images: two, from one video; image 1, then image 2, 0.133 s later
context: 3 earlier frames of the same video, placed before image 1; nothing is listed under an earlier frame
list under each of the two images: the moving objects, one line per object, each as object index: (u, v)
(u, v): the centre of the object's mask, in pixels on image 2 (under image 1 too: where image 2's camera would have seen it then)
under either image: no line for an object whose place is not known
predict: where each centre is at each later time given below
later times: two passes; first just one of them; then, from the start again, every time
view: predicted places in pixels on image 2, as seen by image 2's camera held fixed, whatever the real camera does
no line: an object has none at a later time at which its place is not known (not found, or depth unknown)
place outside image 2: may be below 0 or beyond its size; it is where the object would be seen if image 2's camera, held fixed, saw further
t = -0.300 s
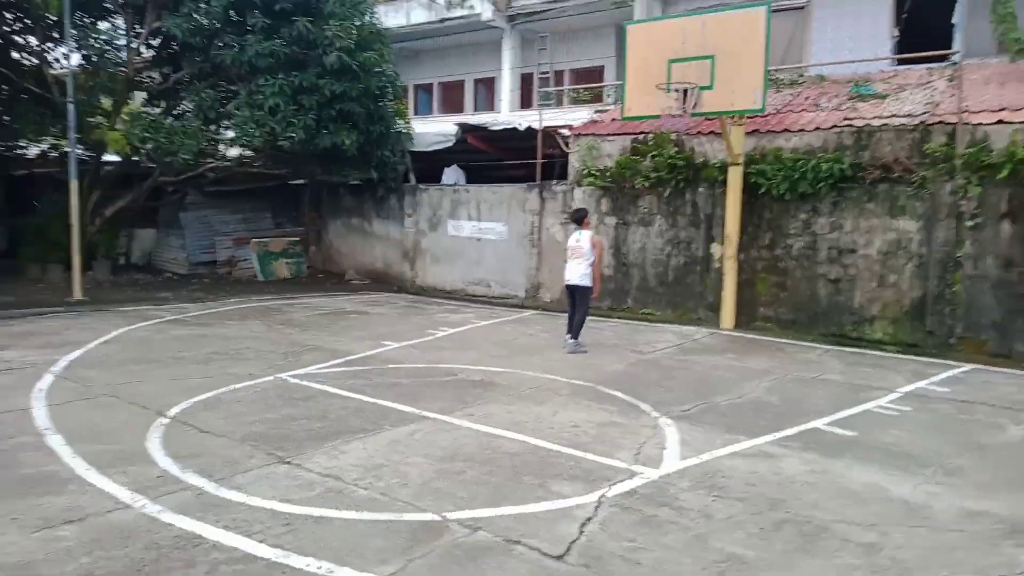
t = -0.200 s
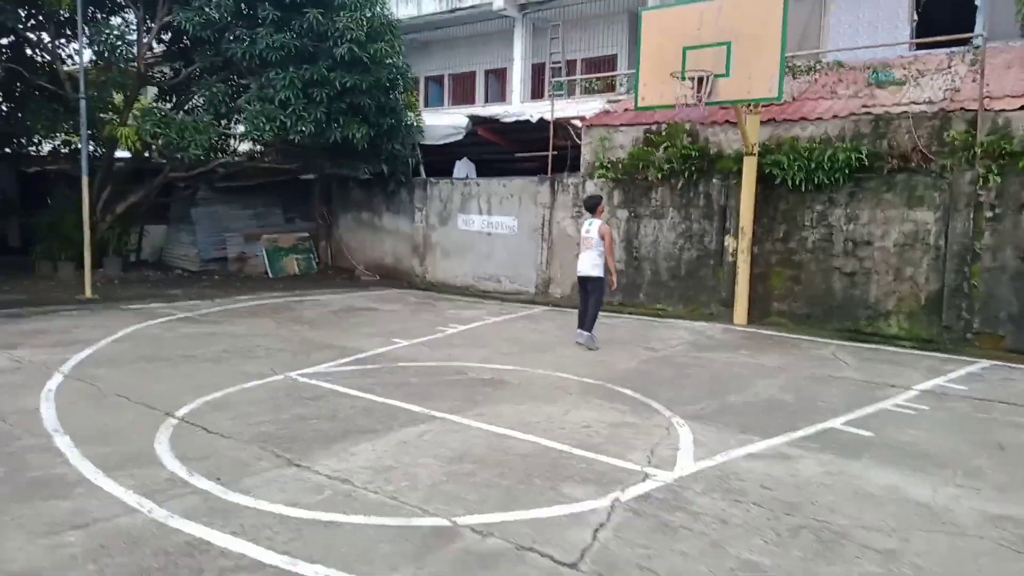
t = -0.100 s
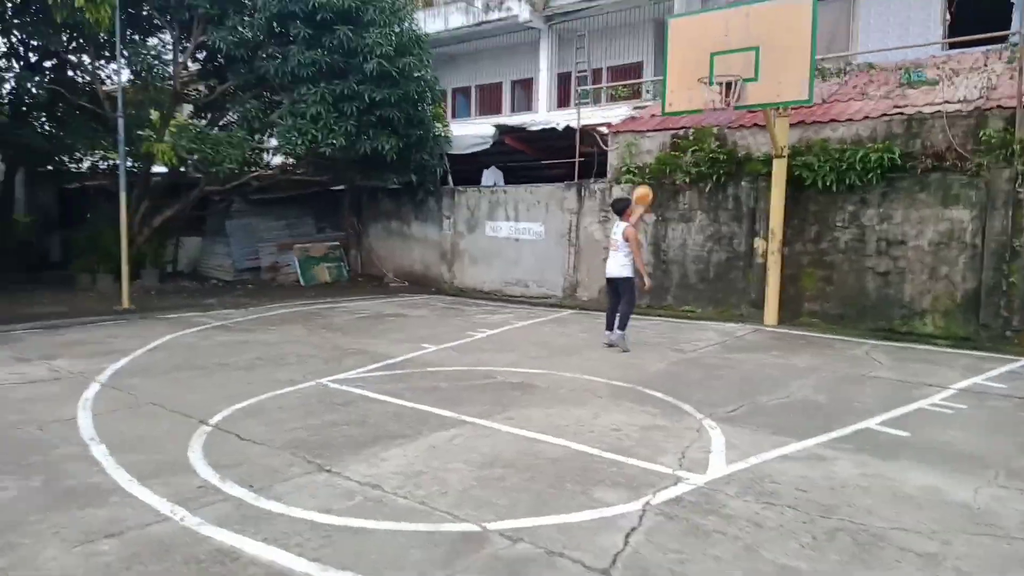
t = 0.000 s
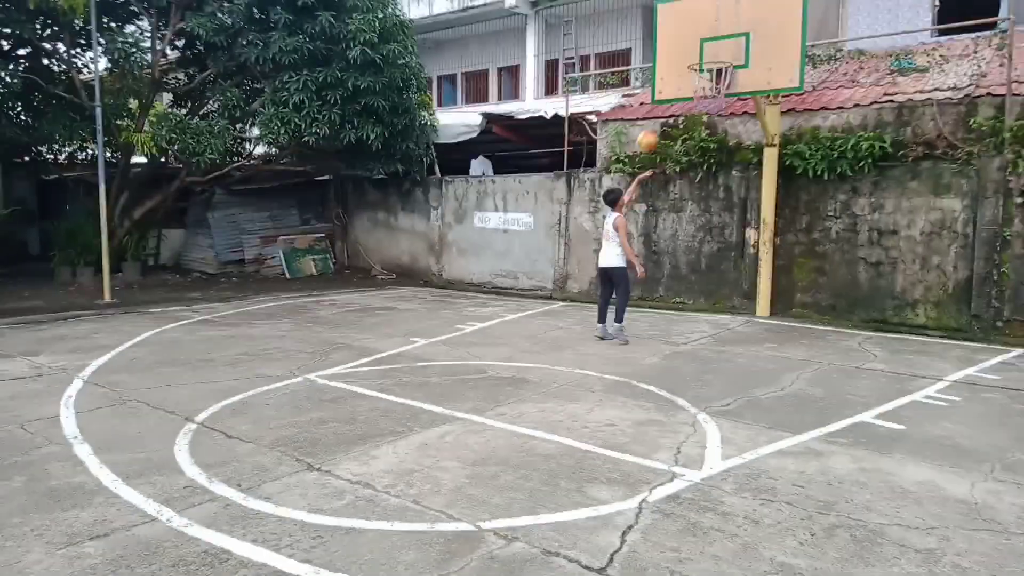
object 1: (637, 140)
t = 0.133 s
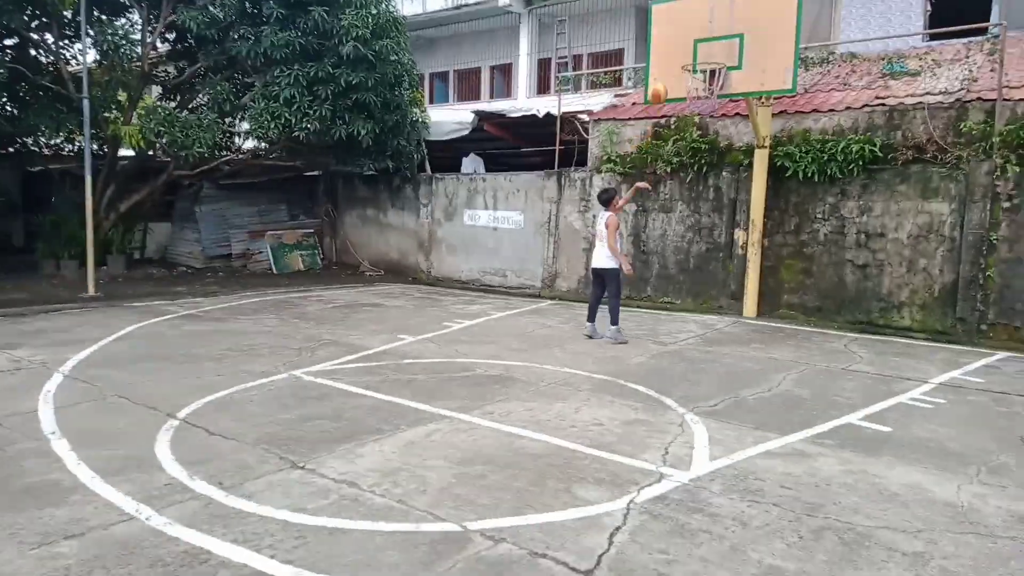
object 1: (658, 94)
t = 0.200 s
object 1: (667, 73)
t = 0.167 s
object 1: (662, 82)
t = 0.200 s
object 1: (667, 73)
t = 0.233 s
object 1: (672, 65)
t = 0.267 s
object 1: (677, 58)
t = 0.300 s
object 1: (681, 52)
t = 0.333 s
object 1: (685, 47)
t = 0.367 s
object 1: (688, 43)
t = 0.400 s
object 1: (691, 39)
